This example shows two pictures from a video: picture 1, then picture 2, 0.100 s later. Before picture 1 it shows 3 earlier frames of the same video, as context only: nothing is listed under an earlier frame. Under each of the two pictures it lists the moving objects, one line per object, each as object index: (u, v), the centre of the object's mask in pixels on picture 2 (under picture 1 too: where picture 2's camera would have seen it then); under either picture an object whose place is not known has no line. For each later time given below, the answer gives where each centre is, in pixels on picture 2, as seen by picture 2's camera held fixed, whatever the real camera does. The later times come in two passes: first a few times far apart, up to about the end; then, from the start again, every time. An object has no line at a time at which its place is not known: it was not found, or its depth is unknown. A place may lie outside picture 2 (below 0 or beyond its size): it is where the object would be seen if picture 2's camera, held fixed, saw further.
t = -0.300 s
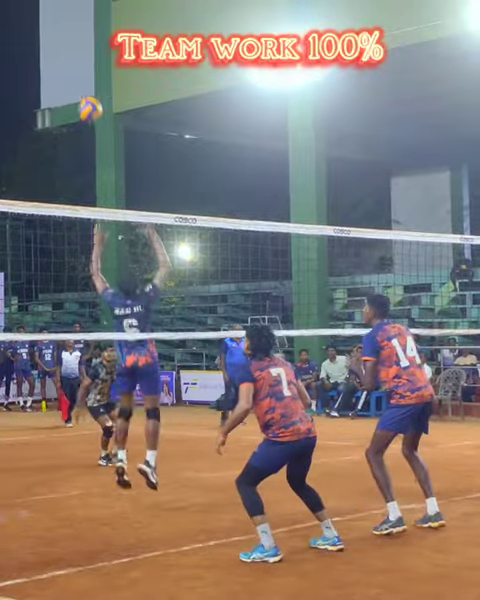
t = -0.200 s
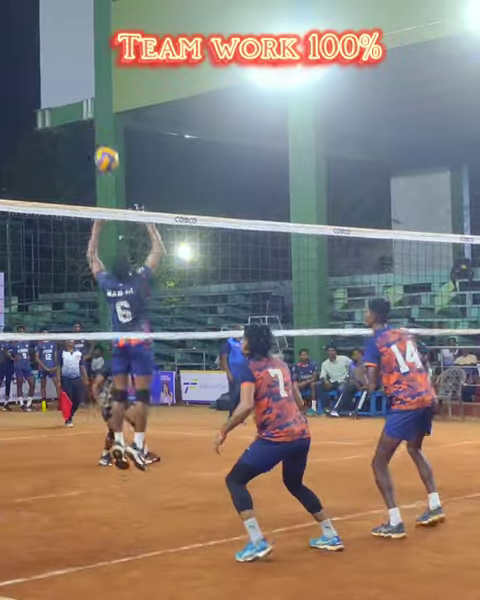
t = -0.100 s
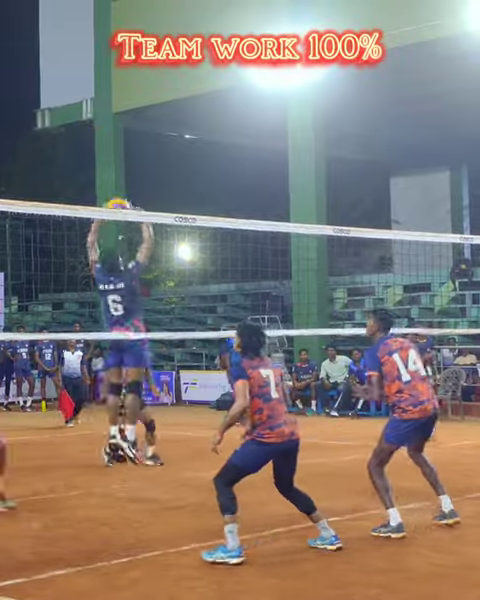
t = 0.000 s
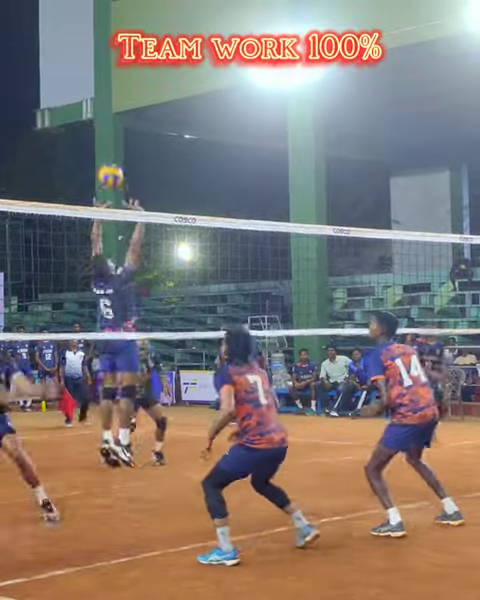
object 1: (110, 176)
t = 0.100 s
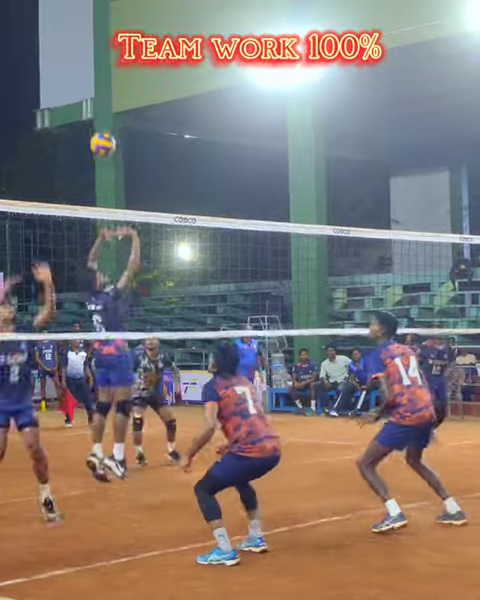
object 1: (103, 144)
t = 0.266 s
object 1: (90, 114)
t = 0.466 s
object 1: (75, 118)
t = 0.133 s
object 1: (100, 135)
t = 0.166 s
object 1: (98, 128)
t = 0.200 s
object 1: (95, 122)
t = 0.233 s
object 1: (93, 117)
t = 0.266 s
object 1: (90, 114)
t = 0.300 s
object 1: (87, 112)
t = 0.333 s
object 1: (85, 111)
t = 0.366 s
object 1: (83, 111)
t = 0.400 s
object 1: (80, 113)
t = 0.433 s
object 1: (79, 114)
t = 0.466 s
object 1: (75, 118)
